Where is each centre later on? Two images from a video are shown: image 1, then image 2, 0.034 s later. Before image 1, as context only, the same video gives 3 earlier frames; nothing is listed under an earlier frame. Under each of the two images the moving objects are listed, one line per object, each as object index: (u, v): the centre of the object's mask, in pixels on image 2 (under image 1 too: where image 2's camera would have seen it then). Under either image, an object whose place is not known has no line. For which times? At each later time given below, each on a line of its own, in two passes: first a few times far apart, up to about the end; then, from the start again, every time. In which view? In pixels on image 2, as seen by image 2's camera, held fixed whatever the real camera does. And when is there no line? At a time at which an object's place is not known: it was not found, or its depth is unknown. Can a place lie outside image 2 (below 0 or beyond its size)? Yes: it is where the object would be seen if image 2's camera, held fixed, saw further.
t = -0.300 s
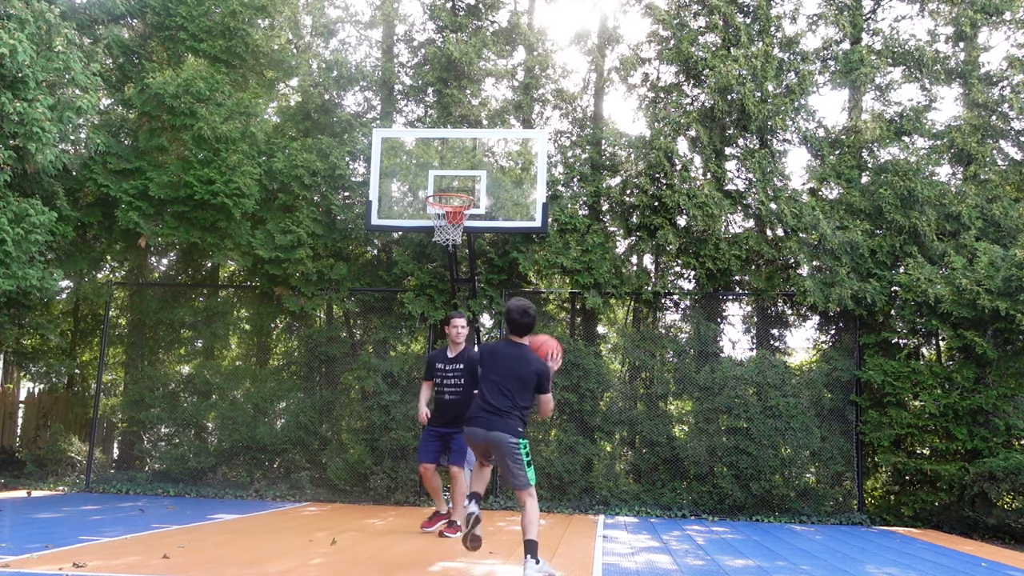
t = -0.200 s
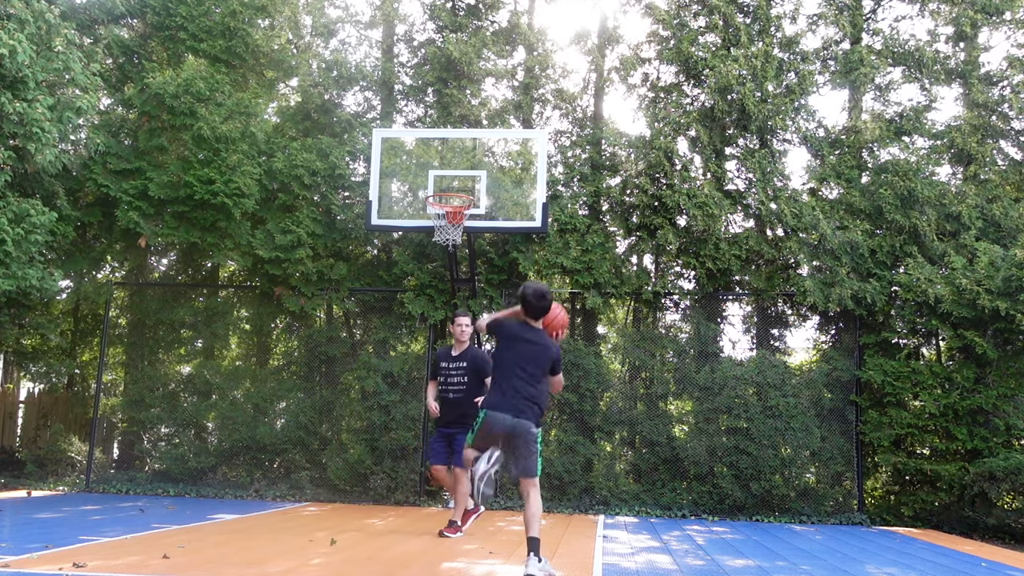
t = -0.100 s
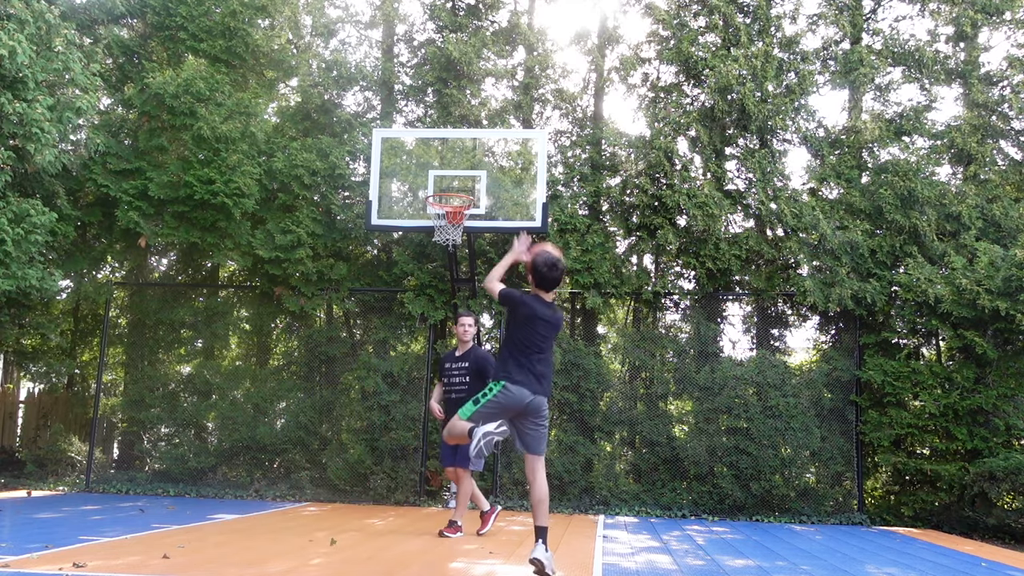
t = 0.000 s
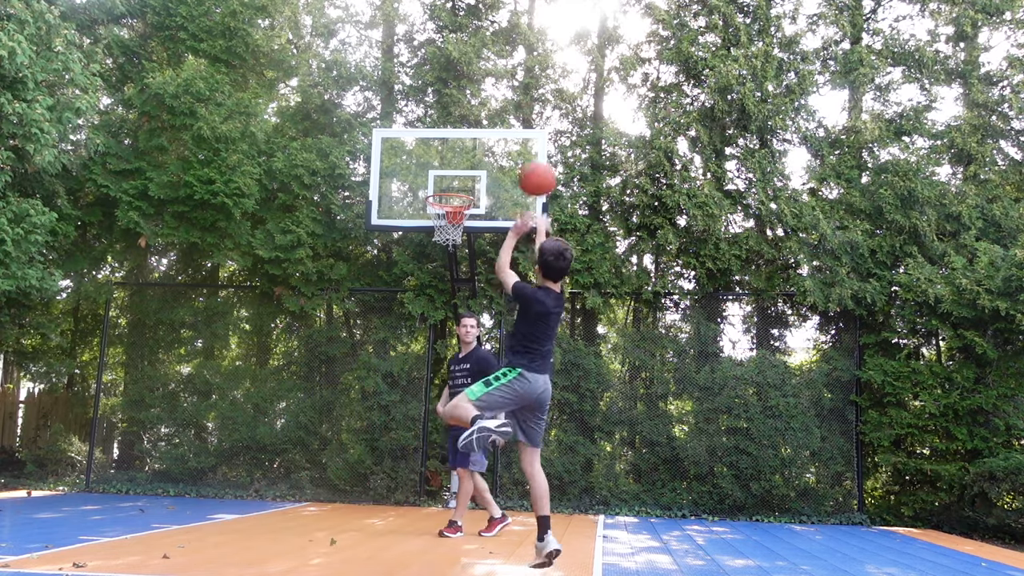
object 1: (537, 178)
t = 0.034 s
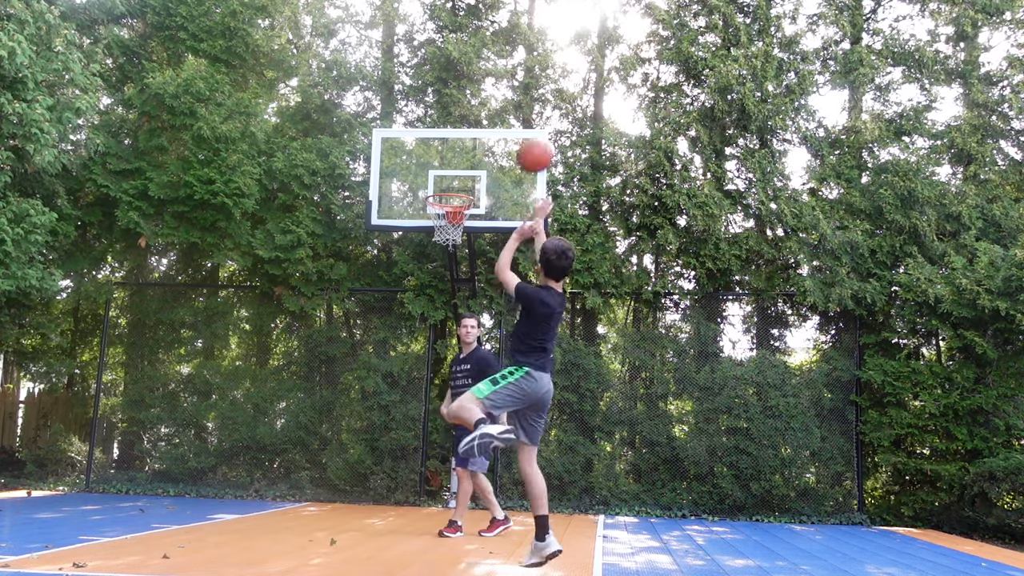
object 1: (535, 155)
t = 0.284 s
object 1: (516, 49)
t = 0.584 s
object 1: (497, 44)
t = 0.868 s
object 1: (479, 121)
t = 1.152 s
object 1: (496, 218)
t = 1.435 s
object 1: (568, 356)
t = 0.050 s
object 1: (533, 145)
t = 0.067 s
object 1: (532, 133)
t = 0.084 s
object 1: (530, 124)
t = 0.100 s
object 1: (529, 115)
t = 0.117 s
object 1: (528, 107)
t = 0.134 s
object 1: (527, 98)
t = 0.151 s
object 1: (526, 92)
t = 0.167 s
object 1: (525, 85)
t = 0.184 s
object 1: (524, 79)
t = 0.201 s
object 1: (523, 73)
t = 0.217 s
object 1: (521, 67)
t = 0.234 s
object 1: (520, 61)
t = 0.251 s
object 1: (519, 57)
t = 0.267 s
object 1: (518, 53)
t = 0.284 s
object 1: (516, 49)
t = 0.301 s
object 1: (515, 47)
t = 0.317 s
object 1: (514, 44)
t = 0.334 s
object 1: (513, 41)
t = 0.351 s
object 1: (511, 39)
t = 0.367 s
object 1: (510, 37)
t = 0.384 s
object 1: (510, 37)
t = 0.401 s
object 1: (509, 36)
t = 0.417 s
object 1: (508, 36)
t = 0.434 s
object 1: (507, 35)
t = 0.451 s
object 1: (506, 35)
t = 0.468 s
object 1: (505, 35)
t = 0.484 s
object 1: (504, 36)
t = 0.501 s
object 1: (503, 36)
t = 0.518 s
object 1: (501, 37)
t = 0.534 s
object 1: (500, 38)
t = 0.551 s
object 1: (499, 40)
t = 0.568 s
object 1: (498, 42)
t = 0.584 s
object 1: (497, 44)
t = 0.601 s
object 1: (496, 46)
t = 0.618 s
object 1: (494, 49)
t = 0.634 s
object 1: (493, 52)
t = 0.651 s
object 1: (492, 55)
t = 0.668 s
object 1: (492, 59)
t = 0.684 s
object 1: (491, 63)
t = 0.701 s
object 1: (489, 67)
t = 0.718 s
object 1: (488, 71)
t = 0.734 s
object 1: (487, 76)
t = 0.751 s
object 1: (486, 81)
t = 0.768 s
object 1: (485, 86)
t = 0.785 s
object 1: (483, 91)
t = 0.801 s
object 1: (482, 97)
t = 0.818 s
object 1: (482, 103)
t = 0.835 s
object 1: (481, 109)
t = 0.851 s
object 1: (480, 115)
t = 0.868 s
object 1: (479, 121)
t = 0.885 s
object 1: (477, 128)
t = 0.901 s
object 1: (476, 135)
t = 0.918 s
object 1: (475, 143)
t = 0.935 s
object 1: (474, 150)
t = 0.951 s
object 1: (473, 157)
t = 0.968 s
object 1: (472, 164)
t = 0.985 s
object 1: (471, 172)
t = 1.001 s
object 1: (470, 180)
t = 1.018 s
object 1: (469, 188)
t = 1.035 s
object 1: (470, 193)
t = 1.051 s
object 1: (473, 196)
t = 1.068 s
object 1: (478, 200)
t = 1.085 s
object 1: (481, 203)
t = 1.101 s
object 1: (485, 206)
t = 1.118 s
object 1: (489, 210)
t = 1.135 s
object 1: (492, 214)
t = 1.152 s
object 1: (496, 218)
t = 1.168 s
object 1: (500, 223)
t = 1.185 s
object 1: (504, 230)
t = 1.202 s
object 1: (508, 236)
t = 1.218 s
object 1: (512, 241)
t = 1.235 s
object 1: (516, 247)
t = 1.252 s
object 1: (520, 254)
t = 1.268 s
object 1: (525, 261)
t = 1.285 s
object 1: (529, 269)
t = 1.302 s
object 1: (533, 277)
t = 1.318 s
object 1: (537, 285)
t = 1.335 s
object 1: (541, 294)
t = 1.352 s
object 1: (546, 303)
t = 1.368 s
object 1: (550, 313)
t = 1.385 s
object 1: (554, 323)
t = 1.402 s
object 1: (559, 334)
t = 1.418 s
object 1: (564, 345)
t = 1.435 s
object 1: (568, 356)
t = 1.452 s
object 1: (573, 368)
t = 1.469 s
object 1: (578, 380)
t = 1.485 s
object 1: (583, 394)
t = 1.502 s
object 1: (587, 407)
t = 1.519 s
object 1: (592, 422)
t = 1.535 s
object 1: (597, 436)
